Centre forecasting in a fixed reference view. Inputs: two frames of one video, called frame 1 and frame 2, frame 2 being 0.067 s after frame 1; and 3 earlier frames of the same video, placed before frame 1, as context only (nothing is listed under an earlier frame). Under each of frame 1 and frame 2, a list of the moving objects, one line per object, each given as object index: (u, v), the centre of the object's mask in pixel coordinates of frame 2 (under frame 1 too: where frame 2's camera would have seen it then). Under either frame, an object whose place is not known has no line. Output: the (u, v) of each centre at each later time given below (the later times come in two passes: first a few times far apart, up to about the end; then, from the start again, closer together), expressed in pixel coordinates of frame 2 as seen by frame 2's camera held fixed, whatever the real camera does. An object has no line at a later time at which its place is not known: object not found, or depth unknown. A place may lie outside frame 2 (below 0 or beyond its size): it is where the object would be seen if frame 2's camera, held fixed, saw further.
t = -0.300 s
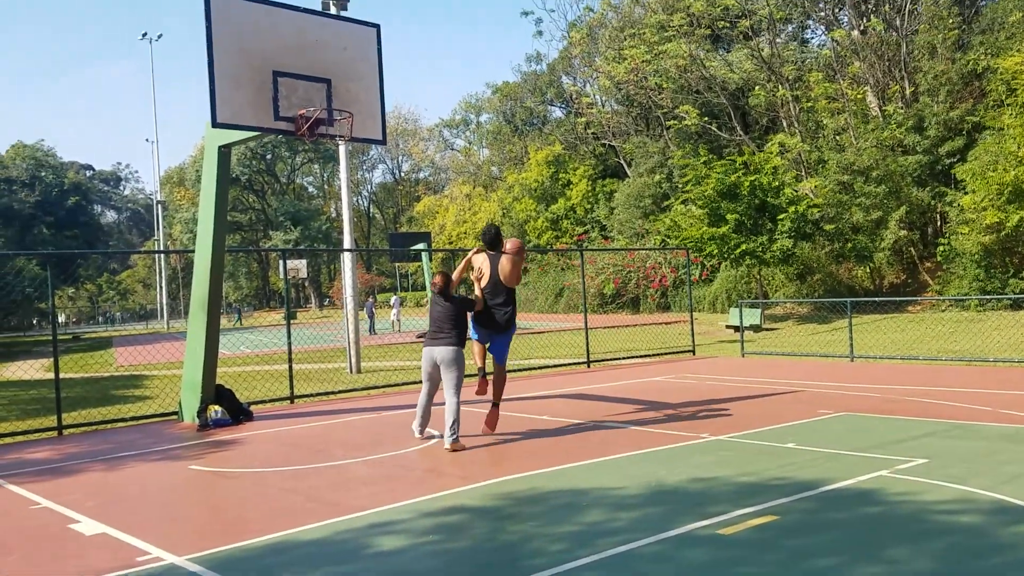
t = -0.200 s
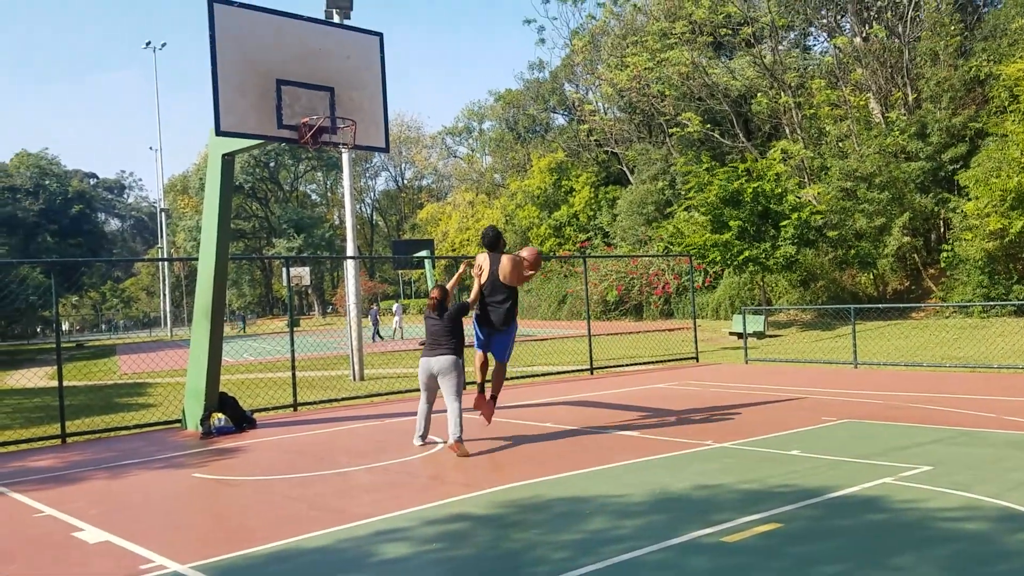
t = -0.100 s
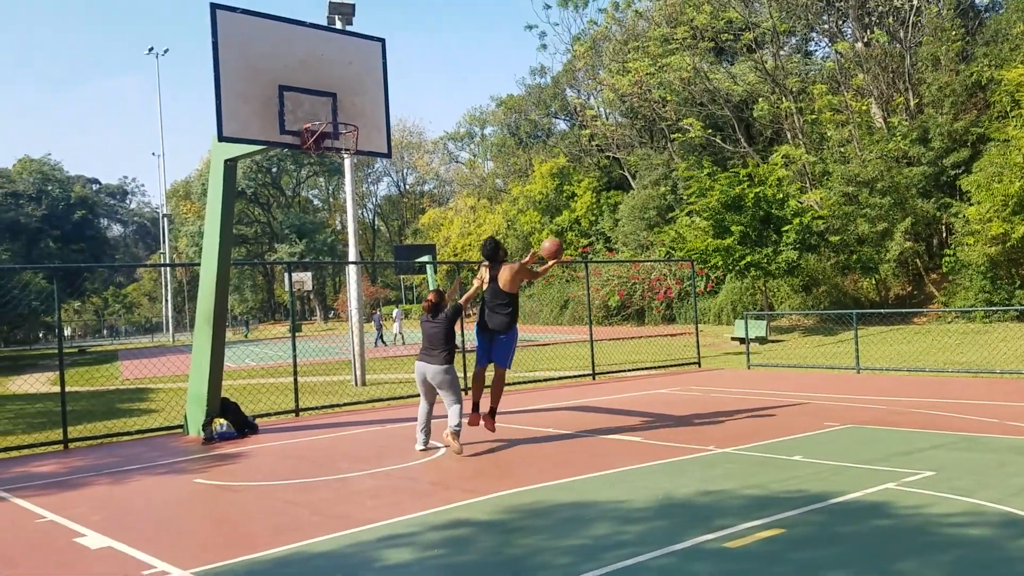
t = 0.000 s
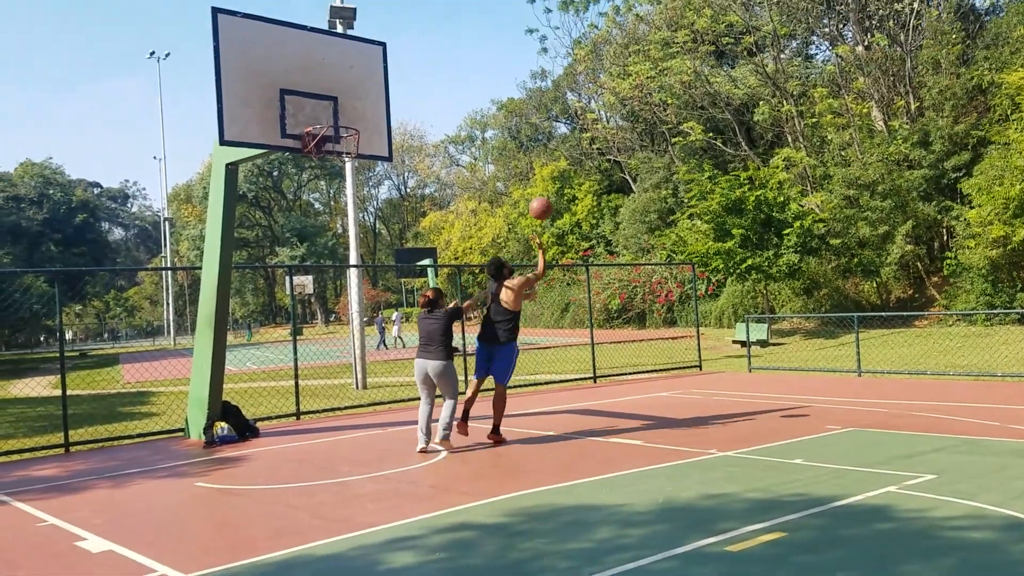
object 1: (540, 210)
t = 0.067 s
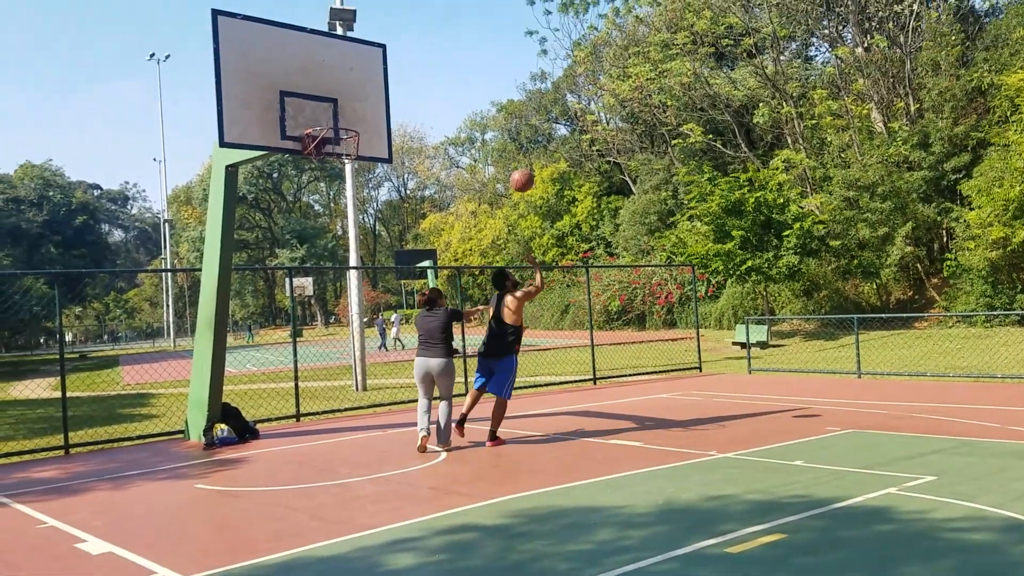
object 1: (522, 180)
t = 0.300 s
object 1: (459, 106)
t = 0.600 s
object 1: (377, 83)
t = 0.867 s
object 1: (318, 112)
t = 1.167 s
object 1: (328, 83)
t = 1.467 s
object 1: (345, 155)
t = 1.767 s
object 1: (370, 345)
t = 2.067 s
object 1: (376, 371)
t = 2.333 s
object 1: (371, 258)
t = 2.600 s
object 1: (370, 227)
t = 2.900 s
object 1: (375, 312)
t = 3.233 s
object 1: (382, 479)
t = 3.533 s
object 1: (373, 352)
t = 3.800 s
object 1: (368, 355)
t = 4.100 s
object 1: (365, 524)
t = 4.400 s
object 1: (353, 449)
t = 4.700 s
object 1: (341, 459)
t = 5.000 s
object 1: (335, 584)
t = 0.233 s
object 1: (477, 123)
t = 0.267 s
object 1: (468, 114)
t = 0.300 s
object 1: (459, 106)
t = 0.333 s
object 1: (450, 100)
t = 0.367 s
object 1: (440, 94)
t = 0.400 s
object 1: (432, 89)
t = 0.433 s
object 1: (423, 85)
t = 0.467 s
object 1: (413, 83)
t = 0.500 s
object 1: (404, 82)
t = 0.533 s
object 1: (395, 81)
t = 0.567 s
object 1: (386, 82)
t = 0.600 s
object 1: (377, 83)
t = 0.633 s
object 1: (368, 87)
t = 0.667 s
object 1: (359, 90)
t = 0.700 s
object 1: (350, 96)
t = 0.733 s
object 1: (341, 102)
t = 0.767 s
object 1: (332, 110)
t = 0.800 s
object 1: (323, 117)
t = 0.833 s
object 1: (318, 119)
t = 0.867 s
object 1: (318, 112)
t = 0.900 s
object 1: (319, 105)
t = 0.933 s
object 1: (320, 98)
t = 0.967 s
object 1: (321, 92)
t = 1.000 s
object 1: (322, 88)
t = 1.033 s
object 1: (323, 84)
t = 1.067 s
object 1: (324, 82)
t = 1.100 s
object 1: (325, 81)
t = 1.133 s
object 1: (327, 81)
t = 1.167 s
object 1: (328, 83)
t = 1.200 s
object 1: (330, 85)
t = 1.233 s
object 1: (331, 89)
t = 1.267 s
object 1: (333, 94)
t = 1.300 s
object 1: (335, 101)
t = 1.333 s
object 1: (336, 109)
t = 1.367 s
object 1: (338, 119)
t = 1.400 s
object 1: (341, 130)
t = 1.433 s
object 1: (343, 142)
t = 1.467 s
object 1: (345, 155)
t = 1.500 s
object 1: (347, 170)
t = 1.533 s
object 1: (350, 186)
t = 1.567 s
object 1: (353, 204)
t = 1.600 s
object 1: (356, 224)
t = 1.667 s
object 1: (360, 268)
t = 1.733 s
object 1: (367, 317)
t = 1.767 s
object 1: (370, 345)
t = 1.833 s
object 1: (375, 407)
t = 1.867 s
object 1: (379, 441)
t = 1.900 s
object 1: (381, 477)
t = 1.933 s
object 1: (381, 459)
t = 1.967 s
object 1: (379, 434)
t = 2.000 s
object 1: (378, 412)
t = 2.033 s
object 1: (377, 392)
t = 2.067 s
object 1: (376, 371)
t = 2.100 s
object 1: (376, 353)
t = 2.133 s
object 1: (375, 335)
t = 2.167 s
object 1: (375, 319)
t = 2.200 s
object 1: (373, 304)
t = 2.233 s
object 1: (373, 291)
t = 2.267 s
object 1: (372, 279)
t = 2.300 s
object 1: (371, 267)
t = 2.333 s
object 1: (371, 258)
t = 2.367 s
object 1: (371, 248)
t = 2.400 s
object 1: (371, 241)
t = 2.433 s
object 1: (370, 235)
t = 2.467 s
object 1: (370, 231)
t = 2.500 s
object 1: (370, 228)
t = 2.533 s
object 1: (370, 226)
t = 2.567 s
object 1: (370, 226)
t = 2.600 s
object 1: (370, 227)
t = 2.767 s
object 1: (372, 257)
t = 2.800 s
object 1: (373, 268)
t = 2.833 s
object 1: (374, 281)
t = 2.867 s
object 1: (374, 296)
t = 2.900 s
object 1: (375, 312)
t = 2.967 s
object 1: (377, 352)
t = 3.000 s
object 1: (378, 373)
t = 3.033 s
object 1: (379, 398)
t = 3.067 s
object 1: (380, 425)
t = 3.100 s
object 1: (382, 454)
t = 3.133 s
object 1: (383, 486)
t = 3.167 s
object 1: (384, 520)
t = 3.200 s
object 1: (385, 501)
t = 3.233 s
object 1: (382, 479)
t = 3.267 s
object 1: (381, 459)
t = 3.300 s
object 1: (380, 439)
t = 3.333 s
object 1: (379, 422)
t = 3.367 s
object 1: (378, 406)
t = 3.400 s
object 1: (377, 392)
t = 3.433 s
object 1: (376, 379)
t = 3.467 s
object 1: (375, 369)
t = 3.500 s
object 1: (374, 360)
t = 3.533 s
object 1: (373, 352)
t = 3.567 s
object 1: (372, 346)
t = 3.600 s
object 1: (371, 342)
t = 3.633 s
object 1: (370, 339)
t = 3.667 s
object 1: (370, 339)
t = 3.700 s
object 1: (369, 340)
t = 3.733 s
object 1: (369, 343)
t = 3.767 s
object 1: (368, 348)
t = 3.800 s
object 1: (368, 355)
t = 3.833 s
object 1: (368, 365)
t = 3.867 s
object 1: (367, 376)
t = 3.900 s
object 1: (367, 389)
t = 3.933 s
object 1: (367, 405)
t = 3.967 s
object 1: (366, 424)
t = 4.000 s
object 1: (366, 445)
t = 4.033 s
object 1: (365, 469)
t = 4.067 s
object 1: (365, 495)
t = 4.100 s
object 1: (365, 524)
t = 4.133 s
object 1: (366, 555)
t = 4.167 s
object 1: (365, 556)
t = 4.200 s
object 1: (363, 535)
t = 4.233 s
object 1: (362, 517)
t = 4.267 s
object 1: (360, 500)
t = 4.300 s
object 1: (358, 484)
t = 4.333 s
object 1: (357, 471)
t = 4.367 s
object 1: (355, 459)
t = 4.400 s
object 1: (353, 449)
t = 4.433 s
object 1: (351, 442)
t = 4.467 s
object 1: (349, 436)
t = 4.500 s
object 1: (348, 432)
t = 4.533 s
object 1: (346, 431)
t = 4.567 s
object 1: (345, 432)
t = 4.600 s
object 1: (343, 435)
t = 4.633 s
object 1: (342, 440)
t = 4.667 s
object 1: (341, 448)
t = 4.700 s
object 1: (341, 459)
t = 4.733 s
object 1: (340, 473)
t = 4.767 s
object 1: (340, 489)
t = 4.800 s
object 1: (340, 509)
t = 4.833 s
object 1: (340, 531)
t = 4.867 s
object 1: (339, 556)
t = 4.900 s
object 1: (339, 585)
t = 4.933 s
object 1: (339, 617)
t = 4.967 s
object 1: (337, 602)
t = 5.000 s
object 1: (335, 584)
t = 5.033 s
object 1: (334, 568)
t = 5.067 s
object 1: (332, 554)
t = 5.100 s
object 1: (330, 542)
